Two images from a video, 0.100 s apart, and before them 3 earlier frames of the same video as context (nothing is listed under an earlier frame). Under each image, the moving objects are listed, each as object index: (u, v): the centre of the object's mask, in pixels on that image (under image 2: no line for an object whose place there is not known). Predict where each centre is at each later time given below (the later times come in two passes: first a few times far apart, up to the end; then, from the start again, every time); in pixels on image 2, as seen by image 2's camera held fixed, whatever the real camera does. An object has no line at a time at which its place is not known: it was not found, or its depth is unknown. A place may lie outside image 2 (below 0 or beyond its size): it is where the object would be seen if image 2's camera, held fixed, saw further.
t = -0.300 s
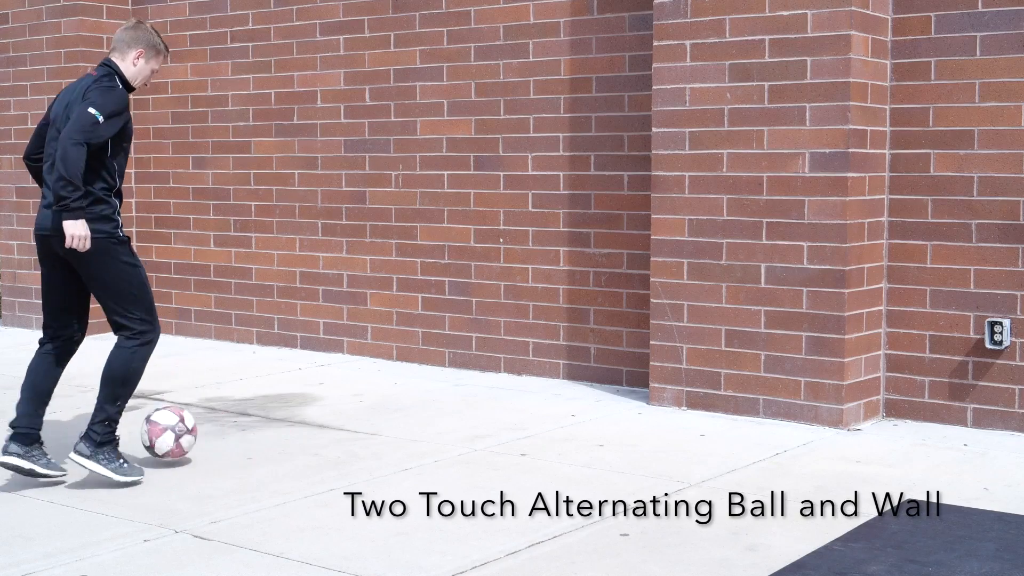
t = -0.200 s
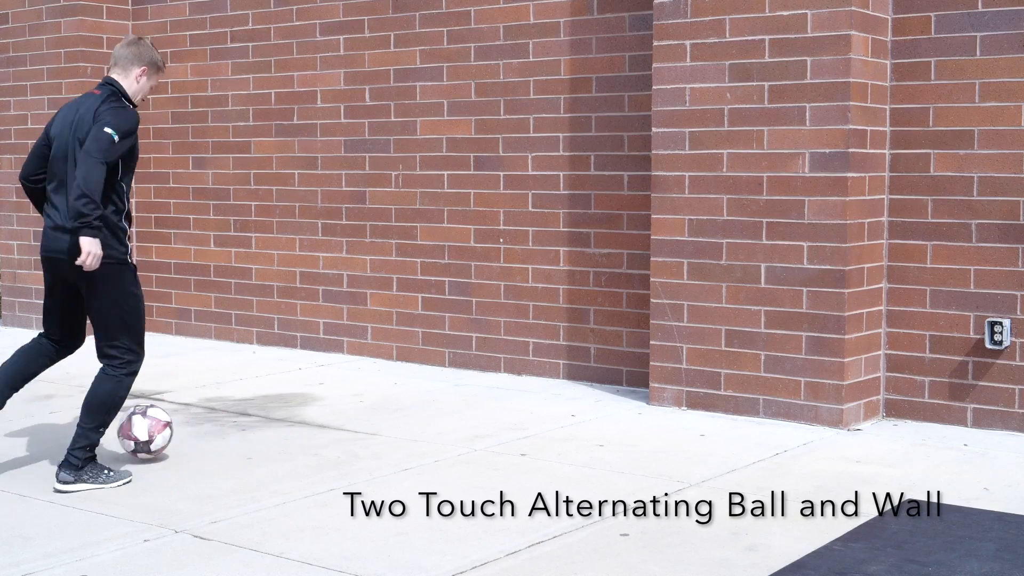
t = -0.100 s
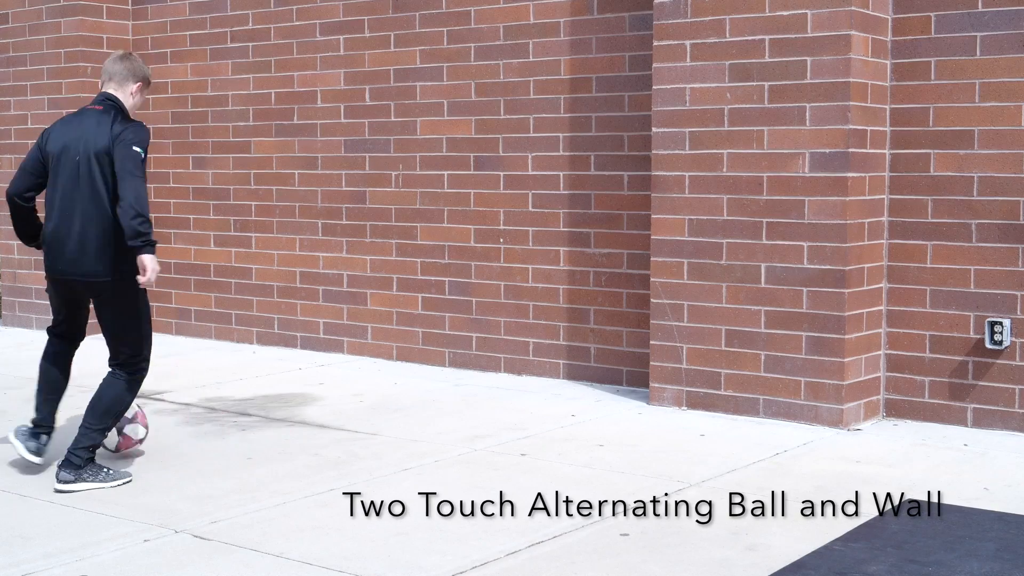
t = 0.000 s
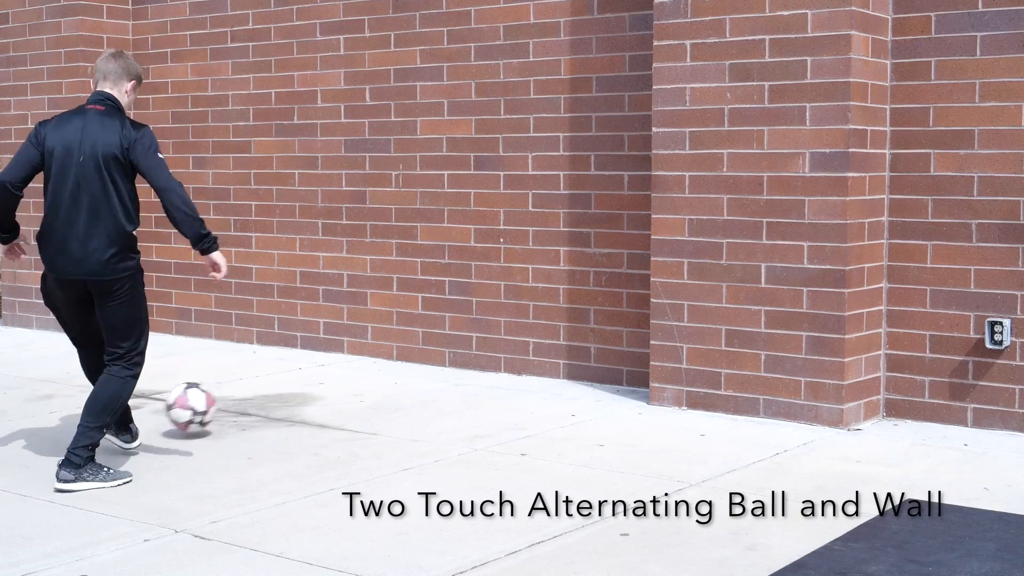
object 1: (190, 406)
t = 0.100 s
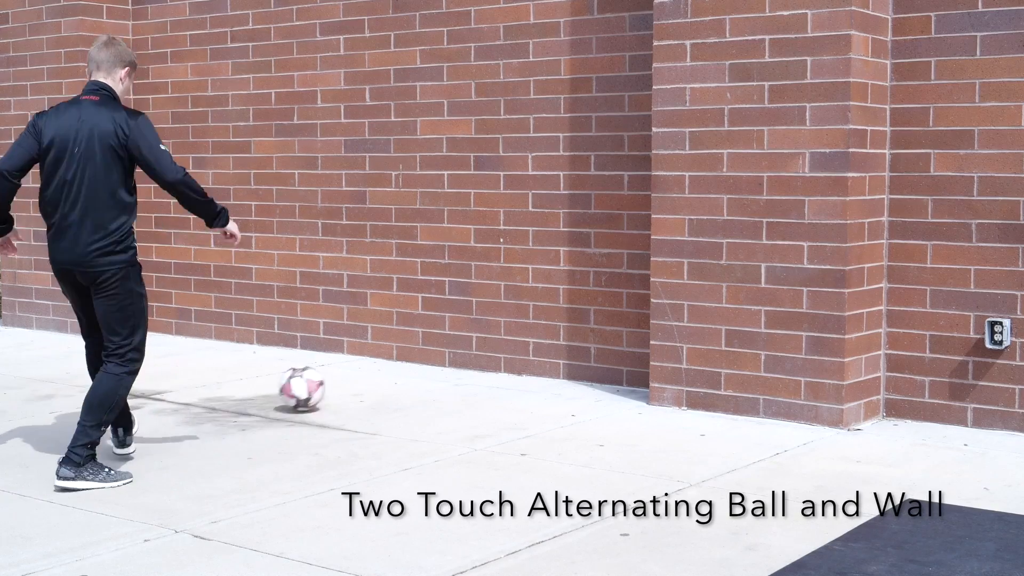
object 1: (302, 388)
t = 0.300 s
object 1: (452, 354)
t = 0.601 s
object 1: (323, 376)
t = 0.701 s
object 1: (272, 389)
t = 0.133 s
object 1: (332, 381)
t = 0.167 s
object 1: (360, 374)
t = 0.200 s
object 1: (386, 370)
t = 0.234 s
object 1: (410, 365)
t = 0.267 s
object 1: (431, 358)
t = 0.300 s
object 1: (452, 354)
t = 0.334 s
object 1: (468, 352)
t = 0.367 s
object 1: (450, 352)
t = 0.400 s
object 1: (432, 353)
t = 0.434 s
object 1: (413, 357)
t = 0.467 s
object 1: (395, 363)
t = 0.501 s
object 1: (375, 371)
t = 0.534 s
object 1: (358, 372)
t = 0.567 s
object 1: (341, 373)
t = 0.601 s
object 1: (323, 376)
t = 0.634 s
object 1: (306, 382)
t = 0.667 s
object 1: (287, 390)
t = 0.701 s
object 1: (272, 389)
